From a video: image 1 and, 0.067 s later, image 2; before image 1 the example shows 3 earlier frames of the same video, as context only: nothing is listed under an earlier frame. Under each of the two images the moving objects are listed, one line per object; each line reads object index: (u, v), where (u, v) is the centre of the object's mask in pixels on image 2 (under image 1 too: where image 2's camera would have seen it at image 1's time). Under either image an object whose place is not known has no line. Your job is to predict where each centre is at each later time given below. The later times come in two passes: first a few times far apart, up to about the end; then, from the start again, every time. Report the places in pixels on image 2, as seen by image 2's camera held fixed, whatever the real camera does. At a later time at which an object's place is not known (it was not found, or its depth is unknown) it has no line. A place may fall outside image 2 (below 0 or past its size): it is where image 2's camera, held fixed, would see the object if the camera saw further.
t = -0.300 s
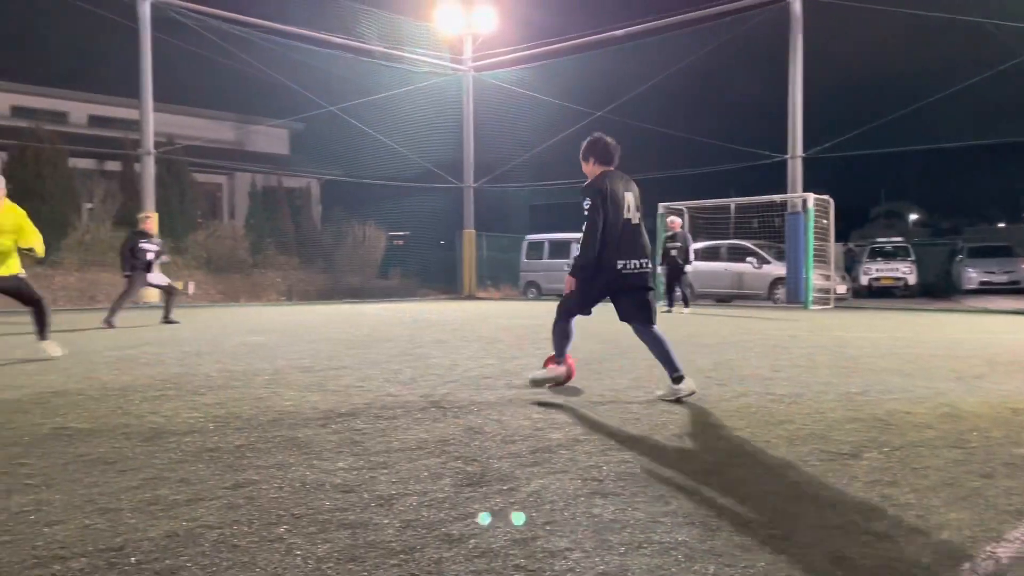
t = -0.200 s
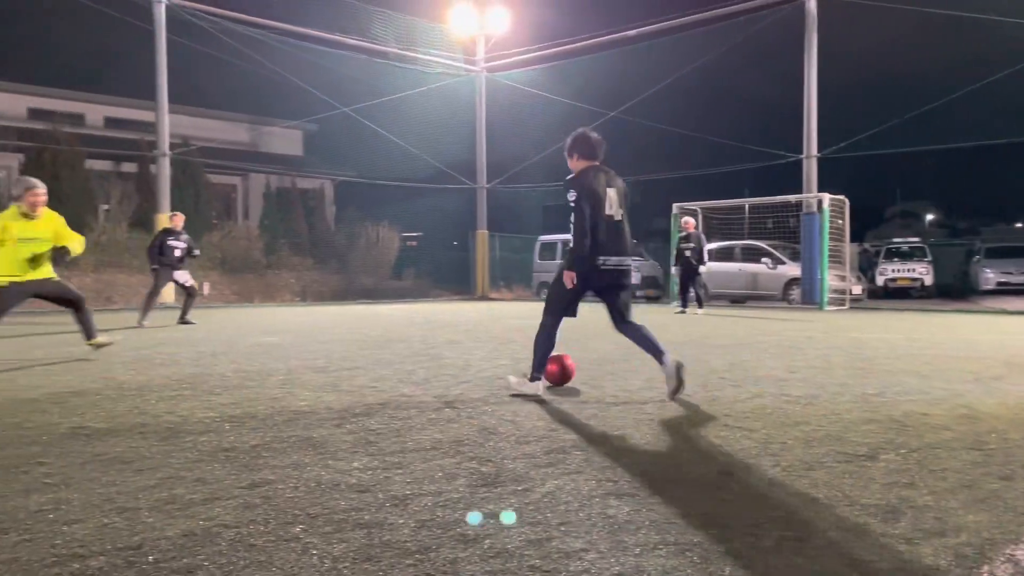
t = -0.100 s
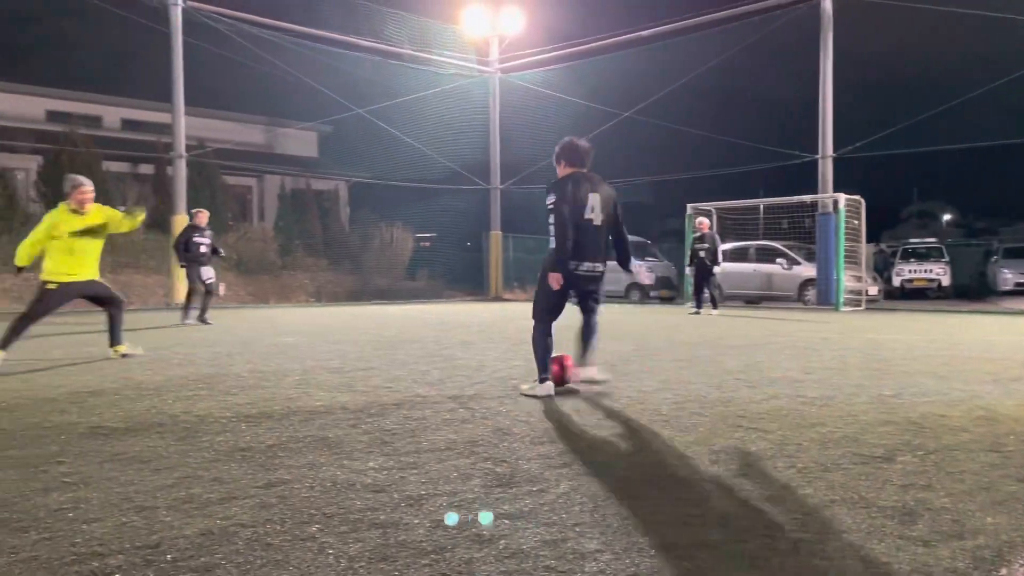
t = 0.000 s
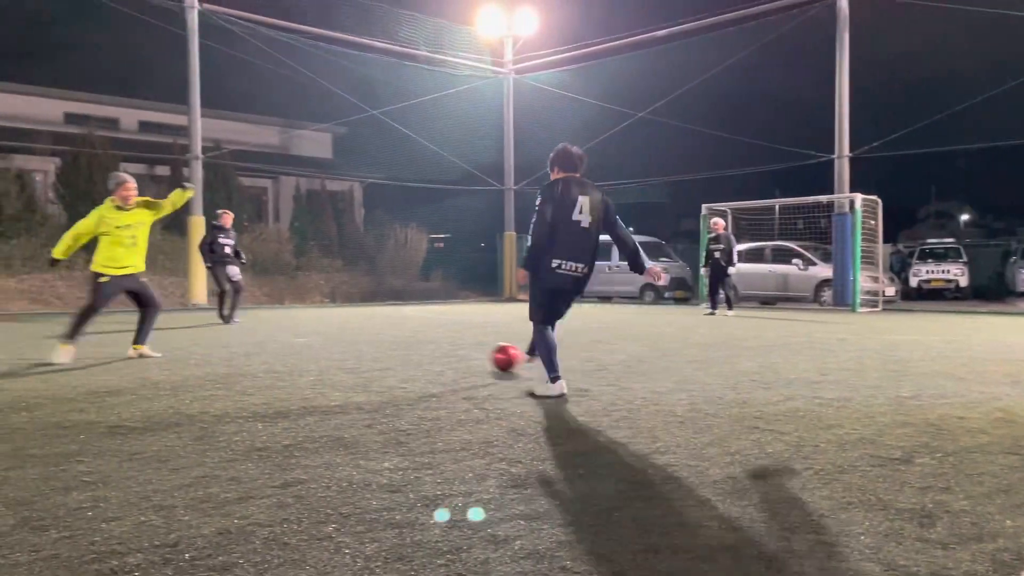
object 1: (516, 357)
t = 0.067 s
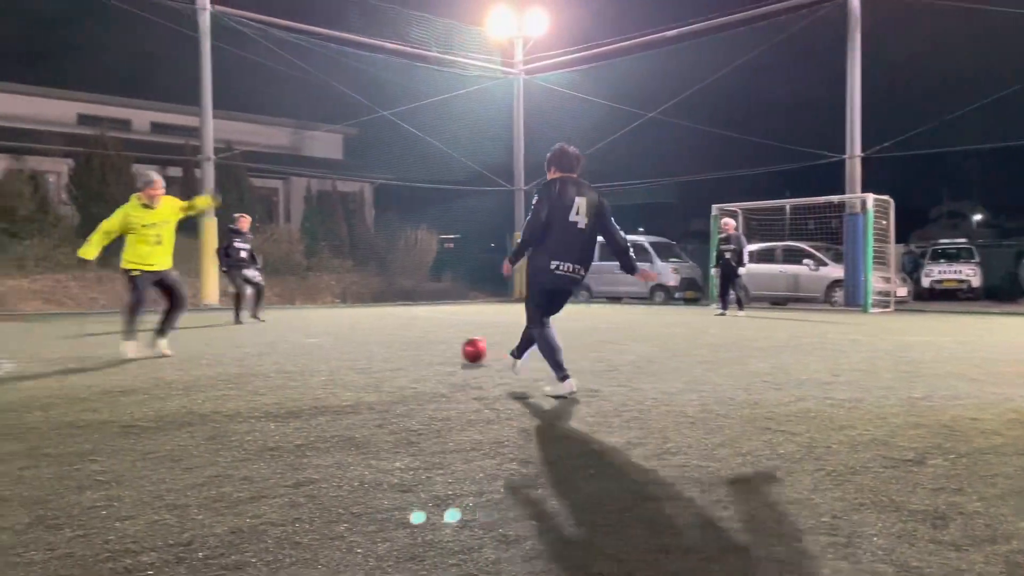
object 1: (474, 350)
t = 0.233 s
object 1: (403, 337)
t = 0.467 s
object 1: (344, 327)
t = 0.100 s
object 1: (457, 347)
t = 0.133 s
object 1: (441, 343)
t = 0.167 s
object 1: (428, 341)
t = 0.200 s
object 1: (415, 339)
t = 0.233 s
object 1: (403, 337)
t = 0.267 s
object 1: (393, 335)
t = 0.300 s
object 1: (384, 333)
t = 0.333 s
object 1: (374, 332)
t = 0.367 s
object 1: (366, 330)
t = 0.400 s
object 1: (358, 329)
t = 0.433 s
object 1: (352, 328)
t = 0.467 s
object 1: (344, 327)
